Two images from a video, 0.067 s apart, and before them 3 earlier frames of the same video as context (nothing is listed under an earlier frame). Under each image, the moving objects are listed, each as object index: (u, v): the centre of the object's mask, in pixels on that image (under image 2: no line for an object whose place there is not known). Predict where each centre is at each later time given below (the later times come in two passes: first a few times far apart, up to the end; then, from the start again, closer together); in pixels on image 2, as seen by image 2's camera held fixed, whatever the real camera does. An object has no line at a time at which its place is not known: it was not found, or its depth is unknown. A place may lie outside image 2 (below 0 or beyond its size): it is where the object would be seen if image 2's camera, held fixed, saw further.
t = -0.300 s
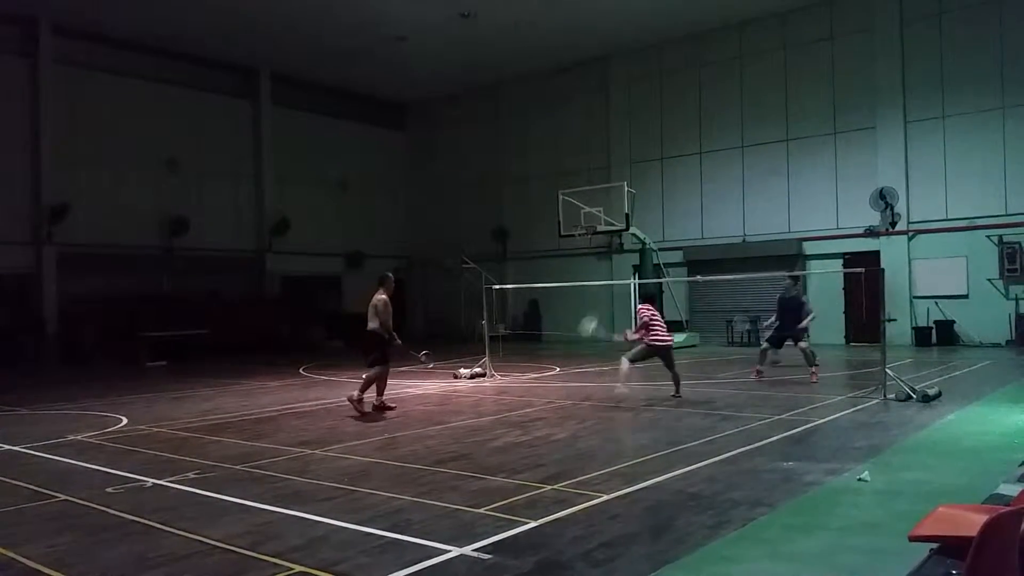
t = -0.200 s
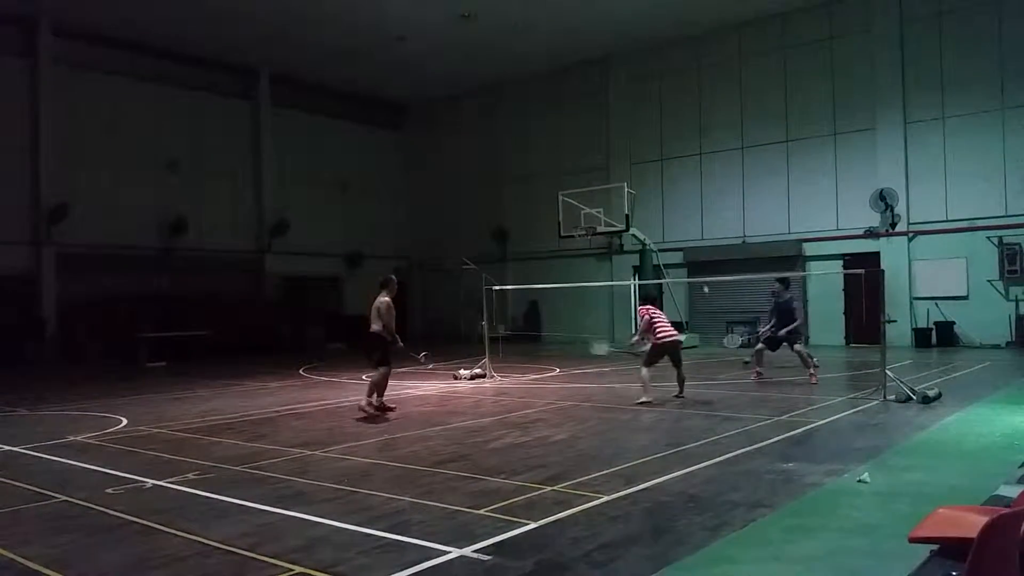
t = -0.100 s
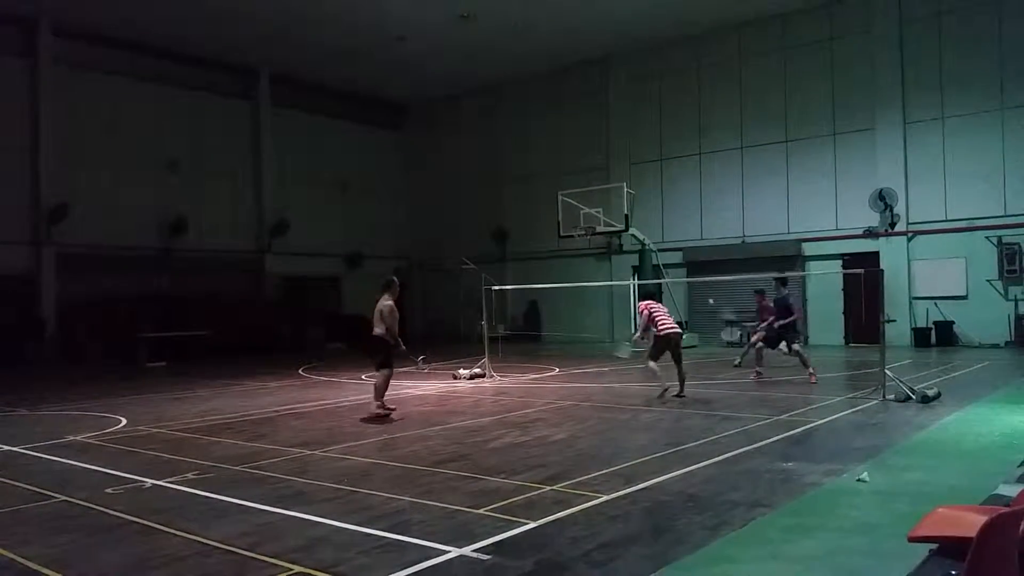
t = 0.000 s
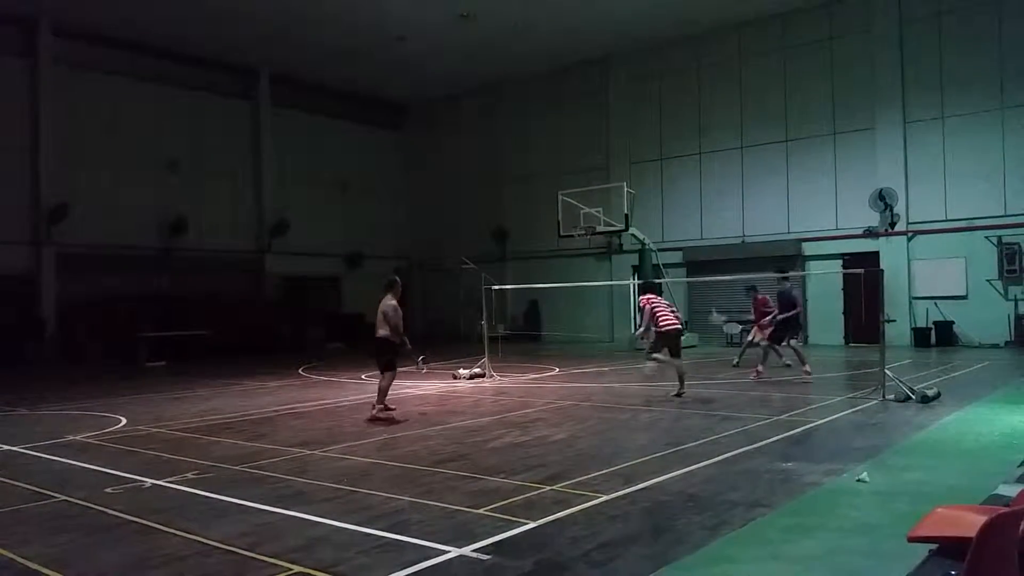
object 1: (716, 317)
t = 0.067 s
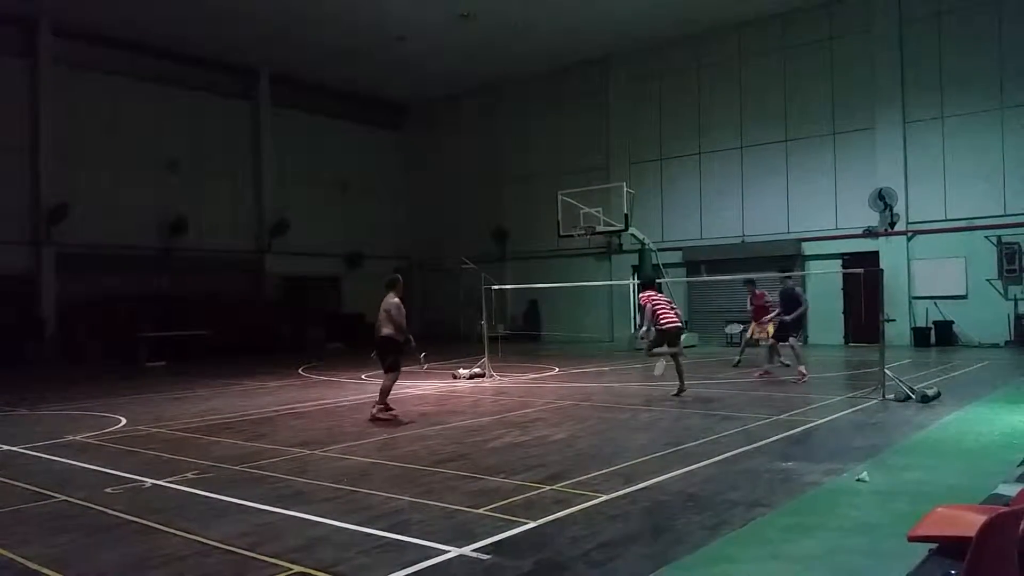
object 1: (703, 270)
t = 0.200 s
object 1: (686, 209)
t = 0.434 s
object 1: (661, 146)
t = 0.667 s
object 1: (639, 135)
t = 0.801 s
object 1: (626, 151)
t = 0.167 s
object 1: (690, 223)
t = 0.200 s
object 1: (686, 209)
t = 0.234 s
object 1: (681, 198)
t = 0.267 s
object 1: (678, 186)
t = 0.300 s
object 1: (675, 176)
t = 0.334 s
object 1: (671, 166)
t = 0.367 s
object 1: (668, 160)
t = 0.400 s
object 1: (665, 153)
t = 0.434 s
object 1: (661, 146)
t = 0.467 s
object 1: (659, 141)
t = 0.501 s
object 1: (654, 138)
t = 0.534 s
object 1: (652, 136)
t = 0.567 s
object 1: (648, 134)
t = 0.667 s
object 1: (639, 135)
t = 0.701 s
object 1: (635, 137)
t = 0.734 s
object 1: (632, 140)
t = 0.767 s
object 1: (629, 145)
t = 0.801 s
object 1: (626, 151)
